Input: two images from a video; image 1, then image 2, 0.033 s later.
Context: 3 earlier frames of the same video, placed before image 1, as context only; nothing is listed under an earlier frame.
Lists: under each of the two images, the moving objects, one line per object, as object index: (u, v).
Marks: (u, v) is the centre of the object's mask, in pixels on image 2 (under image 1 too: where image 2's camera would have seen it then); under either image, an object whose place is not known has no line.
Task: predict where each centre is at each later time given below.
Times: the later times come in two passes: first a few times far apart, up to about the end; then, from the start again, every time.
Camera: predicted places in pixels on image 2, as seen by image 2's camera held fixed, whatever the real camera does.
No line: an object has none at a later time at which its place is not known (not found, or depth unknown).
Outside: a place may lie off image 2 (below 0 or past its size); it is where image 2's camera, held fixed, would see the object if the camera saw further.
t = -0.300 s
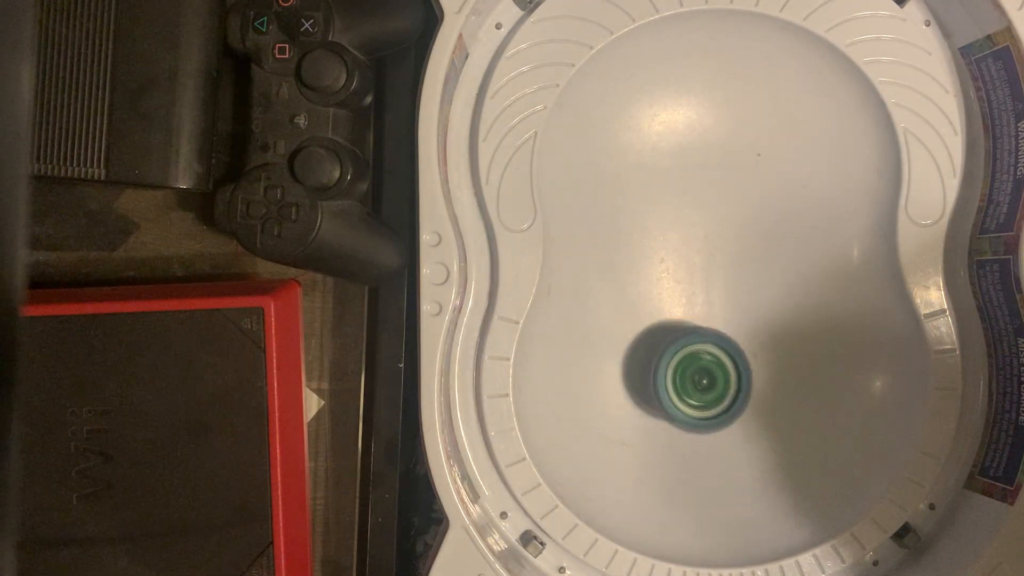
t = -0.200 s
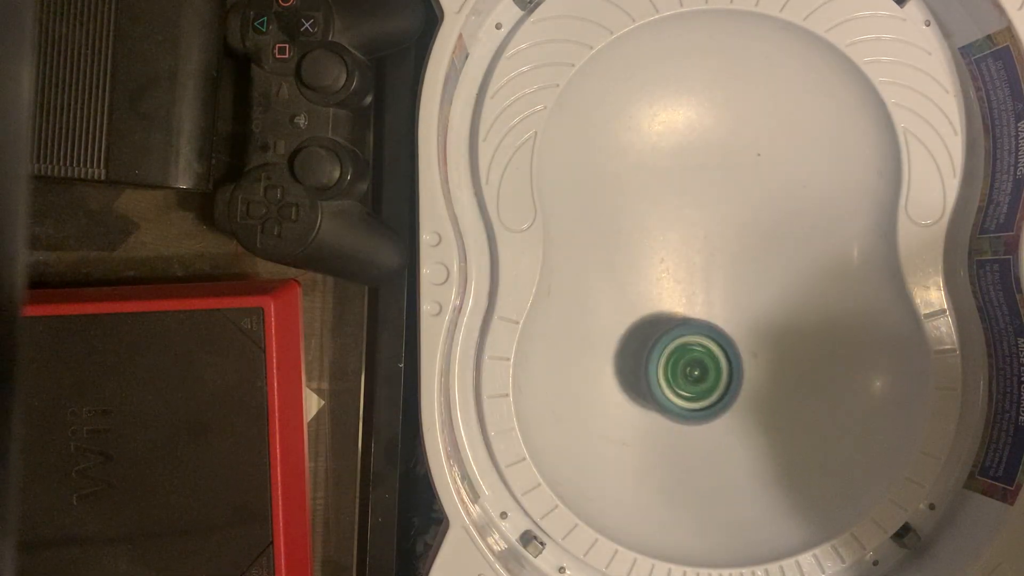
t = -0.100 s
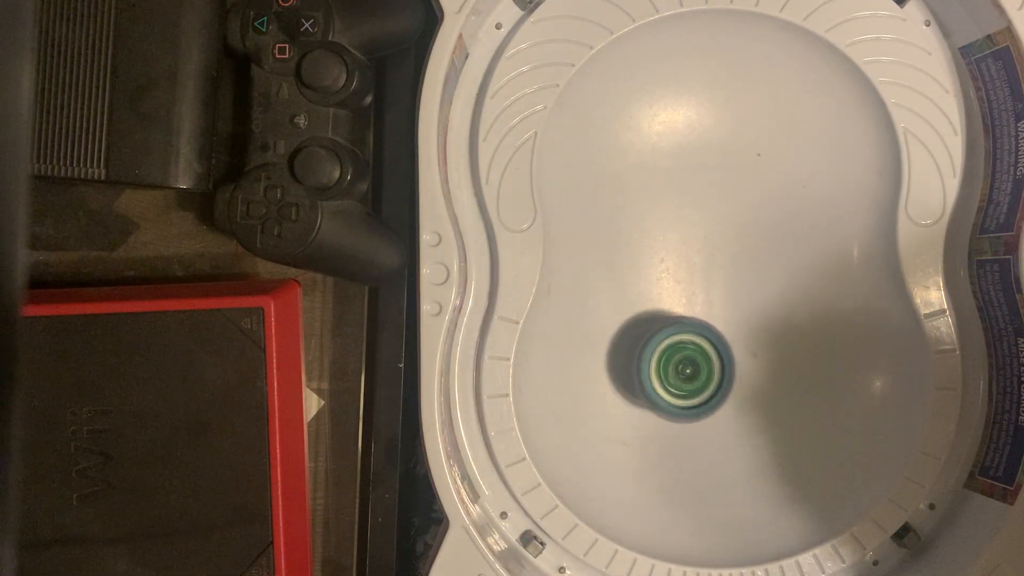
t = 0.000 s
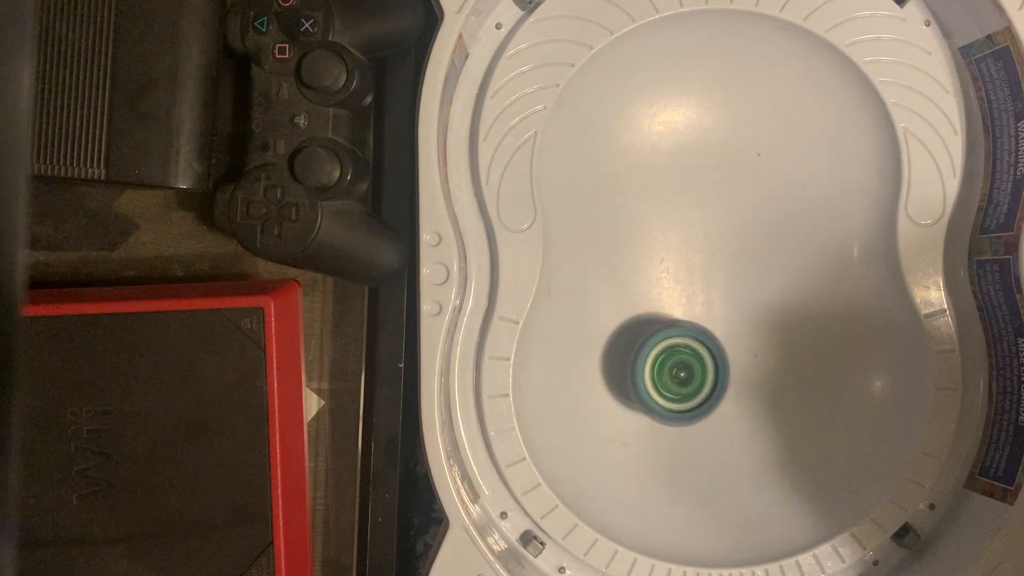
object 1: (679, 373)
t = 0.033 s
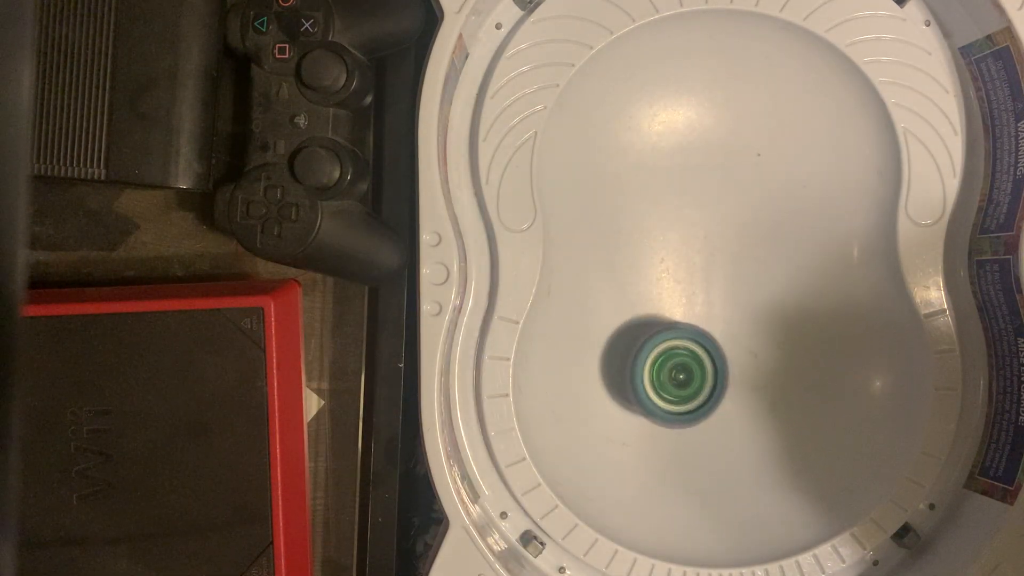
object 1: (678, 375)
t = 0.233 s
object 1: (695, 383)
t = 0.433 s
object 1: (723, 377)
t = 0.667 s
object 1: (742, 347)
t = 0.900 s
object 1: (762, 314)
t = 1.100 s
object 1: (773, 279)
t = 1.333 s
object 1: (777, 243)
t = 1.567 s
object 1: (770, 221)
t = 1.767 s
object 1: (759, 224)
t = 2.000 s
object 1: (738, 254)
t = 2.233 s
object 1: (714, 312)
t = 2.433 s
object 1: (693, 375)
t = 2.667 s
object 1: (707, 418)
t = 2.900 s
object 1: (729, 415)
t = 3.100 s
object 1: (733, 397)
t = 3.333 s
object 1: (724, 375)
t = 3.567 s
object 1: (705, 371)
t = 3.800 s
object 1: (706, 376)
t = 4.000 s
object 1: (718, 377)
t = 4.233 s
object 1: (733, 374)
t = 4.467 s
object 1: (742, 373)
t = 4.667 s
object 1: (744, 374)
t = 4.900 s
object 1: (744, 381)
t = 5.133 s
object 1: (745, 390)
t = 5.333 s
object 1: (745, 395)
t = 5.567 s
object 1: (742, 395)
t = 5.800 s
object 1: (734, 390)
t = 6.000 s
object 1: (725, 386)
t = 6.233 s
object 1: (717, 381)
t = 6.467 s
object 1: (715, 376)
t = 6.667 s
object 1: (714, 374)
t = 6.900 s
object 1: (718, 376)
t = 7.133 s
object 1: (731, 379)
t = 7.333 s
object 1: (742, 380)
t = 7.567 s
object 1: (746, 382)
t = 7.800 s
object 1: (746, 386)
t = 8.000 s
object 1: (743, 389)
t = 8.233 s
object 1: (738, 390)
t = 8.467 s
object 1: (732, 388)
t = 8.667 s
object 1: (725, 383)
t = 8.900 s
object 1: (720, 378)
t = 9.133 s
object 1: (720, 375)
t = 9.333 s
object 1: (723, 375)
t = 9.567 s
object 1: (732, 376)
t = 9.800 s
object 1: (741, 378)
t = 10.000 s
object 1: (743, 380)
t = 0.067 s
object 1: (678, 377)
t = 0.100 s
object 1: (679, 379)
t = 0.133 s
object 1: (681, 382)
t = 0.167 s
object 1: (685, 382)
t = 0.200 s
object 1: (690, 383)
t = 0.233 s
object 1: (695, 383)
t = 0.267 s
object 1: (700, 383)
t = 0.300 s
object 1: (705, 382)
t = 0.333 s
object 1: (710, 382)
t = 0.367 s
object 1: (715, 381)
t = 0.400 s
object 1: (719, 379)
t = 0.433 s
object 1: (723, 377)
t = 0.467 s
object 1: (726, 374)
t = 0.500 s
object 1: (728, 371)
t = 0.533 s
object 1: (731, 366)
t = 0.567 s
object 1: (734, 361)
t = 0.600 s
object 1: (737, 356)
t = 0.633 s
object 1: (739, 352)
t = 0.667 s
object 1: (742, 347)
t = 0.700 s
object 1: (745, 342)
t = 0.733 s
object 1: (748, 339)
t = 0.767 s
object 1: (751, 334)
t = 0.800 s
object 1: (754, 329)
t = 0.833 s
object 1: (756, 324)
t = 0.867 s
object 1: (759, 319)
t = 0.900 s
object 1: (762, 314)
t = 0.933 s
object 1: (763, 308)
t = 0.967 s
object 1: (766, 302)
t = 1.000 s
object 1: (767, 297)
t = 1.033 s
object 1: (769, 291)
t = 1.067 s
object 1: (771, 285)
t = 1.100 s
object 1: (773, 279)
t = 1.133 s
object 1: (774, 273)
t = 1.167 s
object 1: (775, 268)
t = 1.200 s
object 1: (776, 263)
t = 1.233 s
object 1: (776, 258)
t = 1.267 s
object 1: (776, 252)
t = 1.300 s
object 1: (777, 248)
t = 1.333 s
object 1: (777, 243)
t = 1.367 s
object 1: (776, 239)
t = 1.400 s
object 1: (776, 234)
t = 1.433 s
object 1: (775, 231)
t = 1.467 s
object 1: (774, 228)
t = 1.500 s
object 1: (773, 225)
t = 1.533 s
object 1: (772, 223)
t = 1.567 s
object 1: (770, 221)
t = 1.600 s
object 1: (768, 220)
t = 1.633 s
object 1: (767, 219)
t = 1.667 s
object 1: (765, 219)
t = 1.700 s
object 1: (762, 220)
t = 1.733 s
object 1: (760, 221)
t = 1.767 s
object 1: (759, 224)
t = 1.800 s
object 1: (756, 226)
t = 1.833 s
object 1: (753, 230)
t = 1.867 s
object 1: (750, 234)
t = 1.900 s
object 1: (747, 238)
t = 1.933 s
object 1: (744, 243)
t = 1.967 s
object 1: (741, 248)
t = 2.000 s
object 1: (738, 254)
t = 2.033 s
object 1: (734, 261)
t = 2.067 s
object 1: (730, 268)
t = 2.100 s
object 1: (727, 277)
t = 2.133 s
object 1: (724, 285)
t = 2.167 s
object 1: (720, 294)
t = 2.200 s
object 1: (717, 302)
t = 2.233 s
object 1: (714, 312)
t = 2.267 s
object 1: (710, 321)
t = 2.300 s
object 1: (707, 331)
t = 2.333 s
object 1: (703, 341)
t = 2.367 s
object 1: (699, 352)
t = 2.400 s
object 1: (696, 363)
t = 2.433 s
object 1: (693, 375)
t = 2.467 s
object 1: (692, 385)
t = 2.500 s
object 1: (692, 395)
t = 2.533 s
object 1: (694, 403)
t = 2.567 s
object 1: (697, 409)
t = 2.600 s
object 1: (700, 413)
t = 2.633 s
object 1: (704, 416)
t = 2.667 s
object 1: (707, 418)
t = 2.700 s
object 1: (710, 420)
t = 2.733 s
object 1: (714, 420)
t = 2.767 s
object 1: (718, 420)
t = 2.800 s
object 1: (721, 419)
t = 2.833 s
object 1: (724, 419)
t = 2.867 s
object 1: (727, 417)
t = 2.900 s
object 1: (729, 415)
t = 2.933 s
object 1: (731, 413)
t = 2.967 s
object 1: (732, 410)
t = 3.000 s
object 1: (733, 407)
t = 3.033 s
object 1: (733, 404)
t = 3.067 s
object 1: (733, 401)
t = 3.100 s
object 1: (733, 397)
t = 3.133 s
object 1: (733, 393)
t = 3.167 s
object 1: (733, 390)
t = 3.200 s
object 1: (732, 387)
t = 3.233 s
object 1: (731, 383)
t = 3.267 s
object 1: (729, 380)
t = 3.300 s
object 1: (727, 378)
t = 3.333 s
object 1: (724, 375)
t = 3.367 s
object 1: (722, 374)
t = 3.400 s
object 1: (719, 373)
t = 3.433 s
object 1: (717, 372)
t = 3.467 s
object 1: (713, 371)
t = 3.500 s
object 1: (710, 371)
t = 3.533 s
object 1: (707, 371)
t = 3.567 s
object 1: (705, 371)
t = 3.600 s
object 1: (704, 372)
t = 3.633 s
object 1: (704, 372)
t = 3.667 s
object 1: (703, 373)
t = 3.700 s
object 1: (703, 373)
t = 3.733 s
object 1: (704, 375)
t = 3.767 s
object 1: (705, 375)
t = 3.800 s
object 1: (706, 376)
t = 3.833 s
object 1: (707, 377)
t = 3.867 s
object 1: (709, 377)
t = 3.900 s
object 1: (711, 378)
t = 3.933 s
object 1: (713, 378)
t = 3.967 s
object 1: (716, 377)
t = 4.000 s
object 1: (718, 377)
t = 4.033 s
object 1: (719, 377)
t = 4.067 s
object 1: (722, 376)
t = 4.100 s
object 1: (725, 376)
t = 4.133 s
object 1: (726, 375)
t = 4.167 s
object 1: (729, 375)
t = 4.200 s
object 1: (731, 375)
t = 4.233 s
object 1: (733, 374)
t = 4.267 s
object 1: (735, 374)
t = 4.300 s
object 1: (737, 374)
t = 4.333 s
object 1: (738, 374)
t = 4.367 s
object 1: (740, 373)
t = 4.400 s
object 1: (740, 373)
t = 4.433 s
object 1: (741, 373)
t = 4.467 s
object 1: (742, 373)
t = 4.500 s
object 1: (743, 373)
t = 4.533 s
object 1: (743, 373)
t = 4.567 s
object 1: (743, 373)
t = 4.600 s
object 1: (743, 373)
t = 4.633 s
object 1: (744, 374)
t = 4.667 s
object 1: (744, 374)
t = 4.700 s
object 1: (743, 375)
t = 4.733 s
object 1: (743, 375)
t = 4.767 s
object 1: (743, 377)
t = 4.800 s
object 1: (743, 378)
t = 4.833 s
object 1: (743, 378)
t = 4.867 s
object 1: (743, 380)
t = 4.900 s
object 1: (744, 381)
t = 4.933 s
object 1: (743, 383)
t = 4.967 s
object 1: (744, 384)
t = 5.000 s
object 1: (744, 386)
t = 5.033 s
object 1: (744, 387)
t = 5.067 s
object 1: (744, 388)
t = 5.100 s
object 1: (744, 389)
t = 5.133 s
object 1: (745, 390)
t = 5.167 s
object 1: (745, 391)
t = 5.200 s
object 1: (745, 392)
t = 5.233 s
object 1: (745, 392)
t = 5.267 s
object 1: (745, 394)
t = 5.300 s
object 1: (745, 394)
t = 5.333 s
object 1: (745, 395)
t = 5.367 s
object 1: (745, 395)
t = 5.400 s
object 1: (745, 395)
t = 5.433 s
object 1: (745, 395)
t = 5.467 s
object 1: (744, 395)
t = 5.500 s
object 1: (744, 395)
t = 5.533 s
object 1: (743, 395)
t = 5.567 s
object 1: (742, 395)
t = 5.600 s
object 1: (741, 394)
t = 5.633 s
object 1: (740, 393)
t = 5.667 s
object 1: (739, 393)
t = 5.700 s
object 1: (738, 392)
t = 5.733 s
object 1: (736, 392)
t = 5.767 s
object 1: (735, 391)
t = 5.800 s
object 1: (734, 390)
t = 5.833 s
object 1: (733, 390)
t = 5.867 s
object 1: (731, 389)
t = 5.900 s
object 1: (730, 388)
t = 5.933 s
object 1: (729, 388)
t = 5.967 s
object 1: (727, 387)
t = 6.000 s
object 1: (725, 386)
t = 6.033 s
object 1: (724, 385)
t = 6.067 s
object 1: (723, 384)
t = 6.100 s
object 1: (722, 383)
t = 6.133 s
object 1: (720, 382)
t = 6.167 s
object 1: (719, 381)
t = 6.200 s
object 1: (718, 381)
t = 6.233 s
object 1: (717, 381)
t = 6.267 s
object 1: (716, 380)
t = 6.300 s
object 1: (715, 379)
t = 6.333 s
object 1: (715, 378)
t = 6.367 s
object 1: (715, 378)
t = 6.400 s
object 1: (715, 378)
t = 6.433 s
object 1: (715, 377)
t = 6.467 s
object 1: (715, 376)
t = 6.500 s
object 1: (714, 375)
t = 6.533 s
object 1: (715, 374)
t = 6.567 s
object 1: (714, 374)
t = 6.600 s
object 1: (714, 374)
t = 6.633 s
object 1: (714, 374)
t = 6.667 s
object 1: (714, 374)
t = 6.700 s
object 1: (714, 375)
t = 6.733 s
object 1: (714, 375)
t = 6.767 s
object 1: (714, 375)
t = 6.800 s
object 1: (715, 375)
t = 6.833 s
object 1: (716, 376)
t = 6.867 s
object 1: (717, 376)
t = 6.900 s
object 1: (718, 376)
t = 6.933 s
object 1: (720, 377)
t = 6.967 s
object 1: (721, 377)
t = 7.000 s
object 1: (723, 377)
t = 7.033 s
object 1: (725, 378)
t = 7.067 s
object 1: (727, 379)
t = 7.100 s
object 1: (730, 379)
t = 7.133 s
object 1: (731, 379)
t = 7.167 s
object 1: (734, 379)
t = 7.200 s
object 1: (736, 380)
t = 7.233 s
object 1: (737, 380)
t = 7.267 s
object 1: (739, 380)
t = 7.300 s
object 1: (741, 380)
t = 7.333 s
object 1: (742, 380)
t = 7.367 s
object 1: (744, 380)
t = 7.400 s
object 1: (744, 380)
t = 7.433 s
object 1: (745, 380)
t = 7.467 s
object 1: (745, 381)
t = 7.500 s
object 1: (746, 381)
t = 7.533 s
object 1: (746, 381)
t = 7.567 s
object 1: (746, 382)
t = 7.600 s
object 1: (746, 382)
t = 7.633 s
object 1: (747, 383)
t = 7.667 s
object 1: (746, 383)
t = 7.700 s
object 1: (746, 384)
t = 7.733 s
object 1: (746, 385)
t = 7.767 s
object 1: (746, 385)
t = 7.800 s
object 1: (746, 386)
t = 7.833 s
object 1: (745, 386)
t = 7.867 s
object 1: (745, 387)
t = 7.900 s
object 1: (745, 387)
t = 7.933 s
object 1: (744, 388)
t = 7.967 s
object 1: (743, 388)
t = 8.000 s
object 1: (743, 389)
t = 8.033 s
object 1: (743, 389)
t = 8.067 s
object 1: (741, 389)
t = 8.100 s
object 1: (741, 389)
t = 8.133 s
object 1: (740, 390)
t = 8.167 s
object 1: (739, 390)
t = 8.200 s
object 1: (739, 390)
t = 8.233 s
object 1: (738, 390)
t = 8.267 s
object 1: (737, 390)
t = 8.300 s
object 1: (736, 389)
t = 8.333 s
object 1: (735, 389)
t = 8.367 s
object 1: (734, 389)
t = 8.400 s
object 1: (733, 388)
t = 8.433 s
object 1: (733, 388)
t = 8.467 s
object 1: (732, 388)
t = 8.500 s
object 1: (731, 387)
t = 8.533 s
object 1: (730, 386)
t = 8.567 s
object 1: (728, 385)
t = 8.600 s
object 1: (727, 385)
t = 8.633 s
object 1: (726, 384)
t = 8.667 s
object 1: (725, 383)
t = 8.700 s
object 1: (724, 382)
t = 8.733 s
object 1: (723, 381)
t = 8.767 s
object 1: (723, 380)
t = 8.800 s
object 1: (722, 380)
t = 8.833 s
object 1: (721, 379)
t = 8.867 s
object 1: (720, 378)
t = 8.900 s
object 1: (720, 378)
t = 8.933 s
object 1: (720, 378)
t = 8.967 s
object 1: (720, 378)
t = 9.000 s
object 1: (719, 377)
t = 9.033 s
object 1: (719, 376)
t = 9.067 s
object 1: (720, 376)
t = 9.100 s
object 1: (719, 376)
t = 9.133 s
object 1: (720, 375)
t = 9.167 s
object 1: (720, 375)
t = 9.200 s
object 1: (720, 374)
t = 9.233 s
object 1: (720, 374)
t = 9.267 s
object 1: (721, 374)
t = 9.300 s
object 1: (722, 374)
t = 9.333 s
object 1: (723, 375)
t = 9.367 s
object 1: (724, 375)
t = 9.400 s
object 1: (725, 375)
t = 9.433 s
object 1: (726, 375)
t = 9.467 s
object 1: (728, 376)
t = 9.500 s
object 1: (729, 376)
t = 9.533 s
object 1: (730, 376)
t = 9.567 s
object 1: (732, 376)
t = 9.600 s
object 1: (734, 377)
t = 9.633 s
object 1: (735, 378)
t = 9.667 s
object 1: (736, 378)
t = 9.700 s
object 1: (738, 378)
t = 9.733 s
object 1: (739, 378)
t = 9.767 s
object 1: (741, 378)
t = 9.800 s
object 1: (741, 378)
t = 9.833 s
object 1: (742, 378)
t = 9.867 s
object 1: (743, 378)
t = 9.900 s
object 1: (744, 378)
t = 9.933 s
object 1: (744, 379)
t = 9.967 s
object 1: (744, 380)
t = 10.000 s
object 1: (743, 380)
